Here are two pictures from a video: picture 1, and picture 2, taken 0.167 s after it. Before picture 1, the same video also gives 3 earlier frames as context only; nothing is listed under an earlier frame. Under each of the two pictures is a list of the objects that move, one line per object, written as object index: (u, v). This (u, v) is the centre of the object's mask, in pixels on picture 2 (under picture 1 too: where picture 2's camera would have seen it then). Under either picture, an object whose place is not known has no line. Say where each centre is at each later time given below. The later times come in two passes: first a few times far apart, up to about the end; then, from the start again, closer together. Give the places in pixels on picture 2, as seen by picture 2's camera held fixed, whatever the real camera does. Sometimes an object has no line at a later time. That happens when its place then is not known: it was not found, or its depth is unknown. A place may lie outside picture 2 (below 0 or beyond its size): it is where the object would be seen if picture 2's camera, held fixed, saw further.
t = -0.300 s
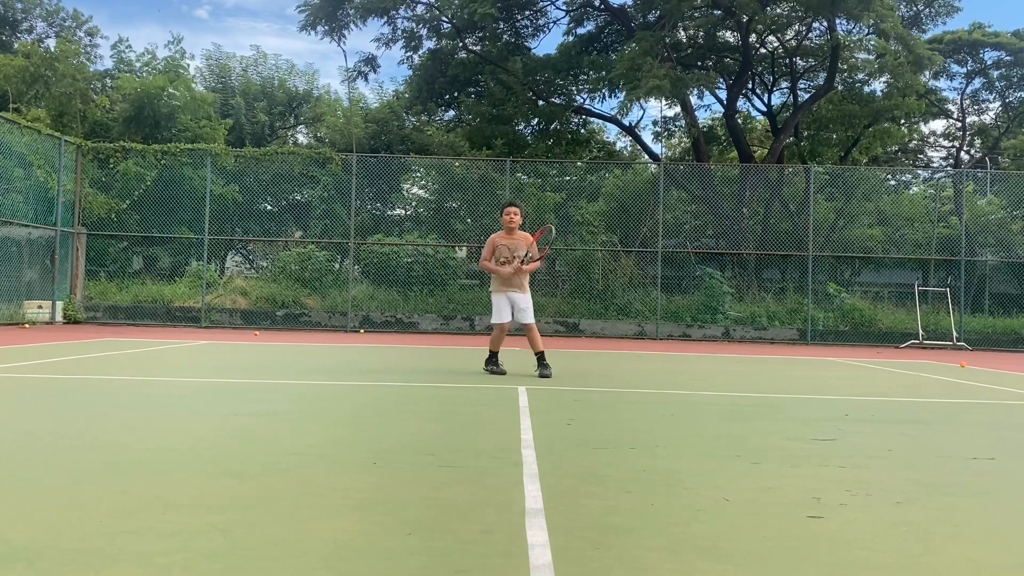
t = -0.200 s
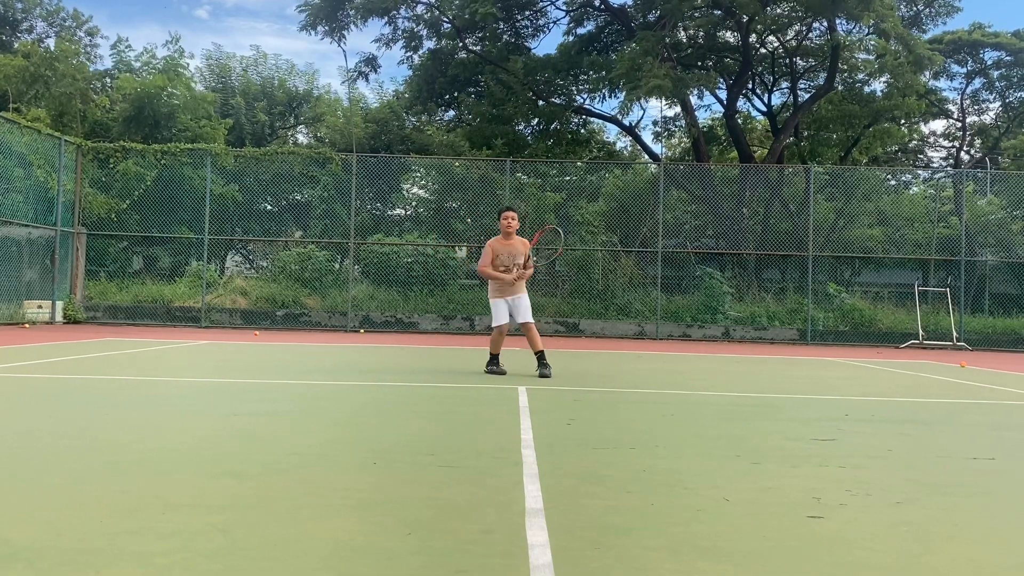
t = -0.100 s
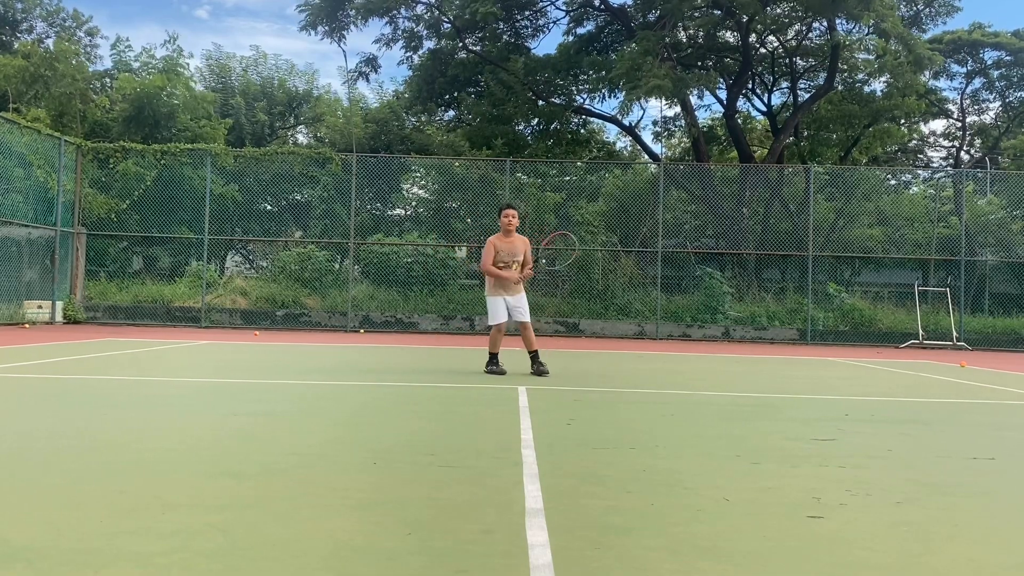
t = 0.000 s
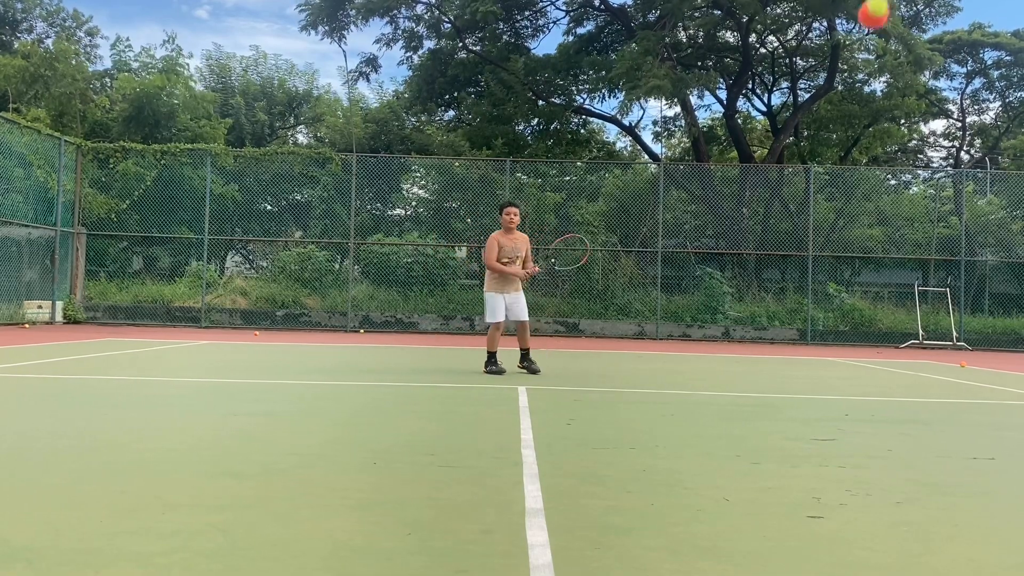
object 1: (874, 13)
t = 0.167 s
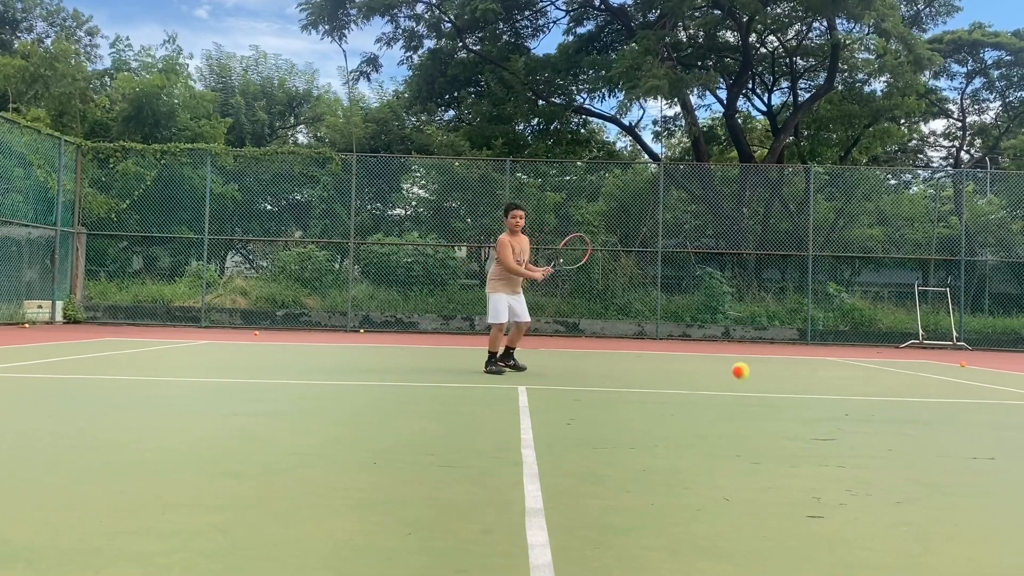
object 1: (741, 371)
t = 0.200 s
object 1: (727, 416)
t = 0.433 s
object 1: (676, 242)
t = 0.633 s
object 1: (647, 192)
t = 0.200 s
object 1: (727, 416)
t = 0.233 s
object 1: (717, 405)
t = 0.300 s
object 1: (701, 333)
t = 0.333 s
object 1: (694, 305)
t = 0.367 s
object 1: (688, 280)
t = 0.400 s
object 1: (682, 259)
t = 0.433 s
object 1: (676, 242)
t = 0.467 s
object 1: (670, 227)
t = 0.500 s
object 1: (665, 216)
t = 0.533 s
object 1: (660, 207)
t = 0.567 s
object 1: (656, 200)
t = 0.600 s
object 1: (651, 195)
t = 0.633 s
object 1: (647, 192)
